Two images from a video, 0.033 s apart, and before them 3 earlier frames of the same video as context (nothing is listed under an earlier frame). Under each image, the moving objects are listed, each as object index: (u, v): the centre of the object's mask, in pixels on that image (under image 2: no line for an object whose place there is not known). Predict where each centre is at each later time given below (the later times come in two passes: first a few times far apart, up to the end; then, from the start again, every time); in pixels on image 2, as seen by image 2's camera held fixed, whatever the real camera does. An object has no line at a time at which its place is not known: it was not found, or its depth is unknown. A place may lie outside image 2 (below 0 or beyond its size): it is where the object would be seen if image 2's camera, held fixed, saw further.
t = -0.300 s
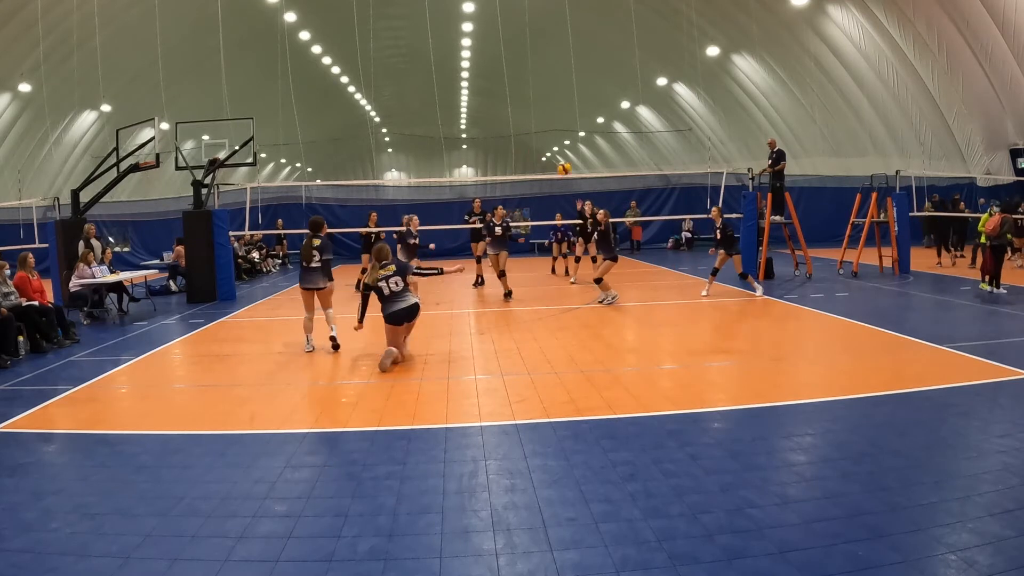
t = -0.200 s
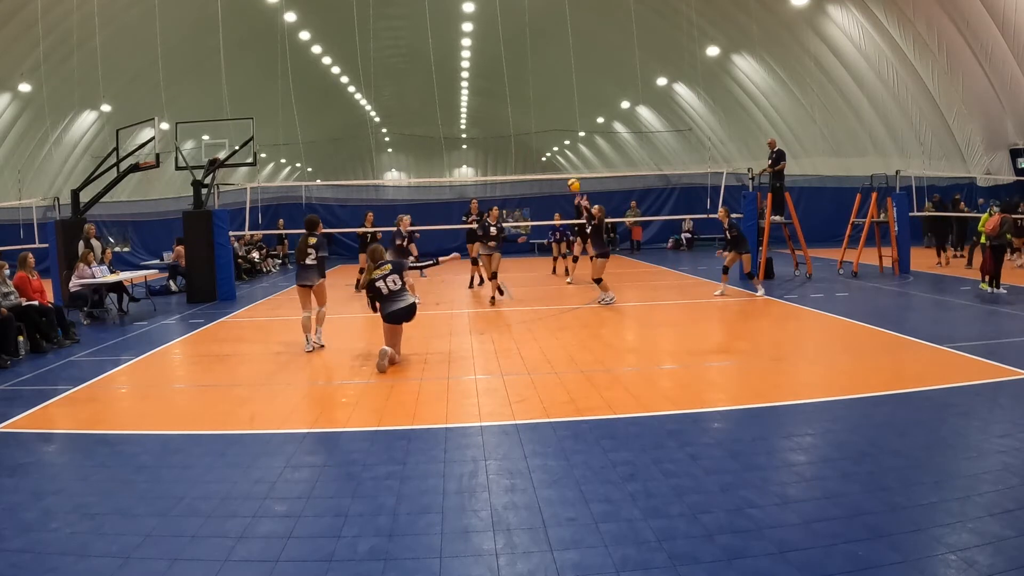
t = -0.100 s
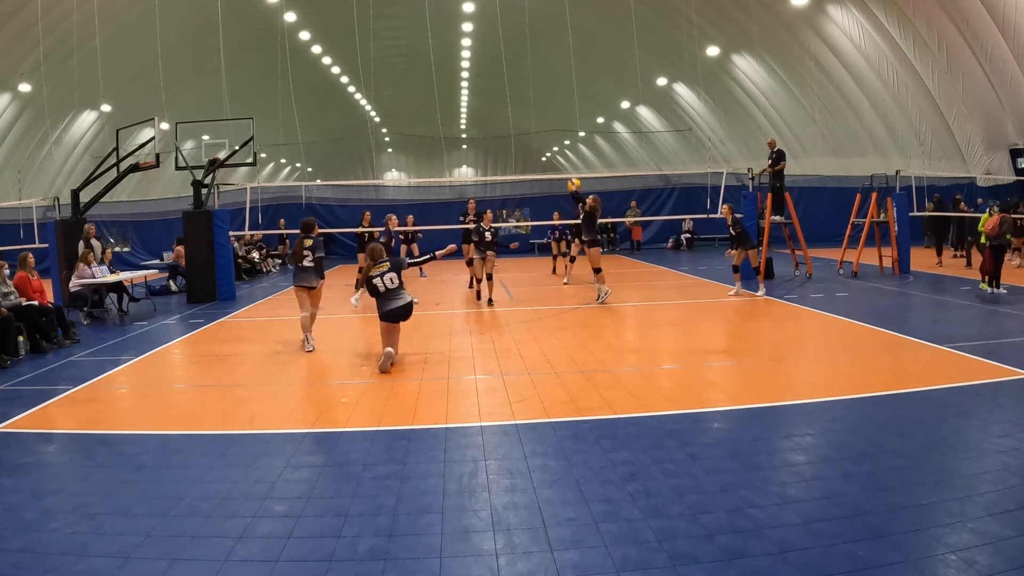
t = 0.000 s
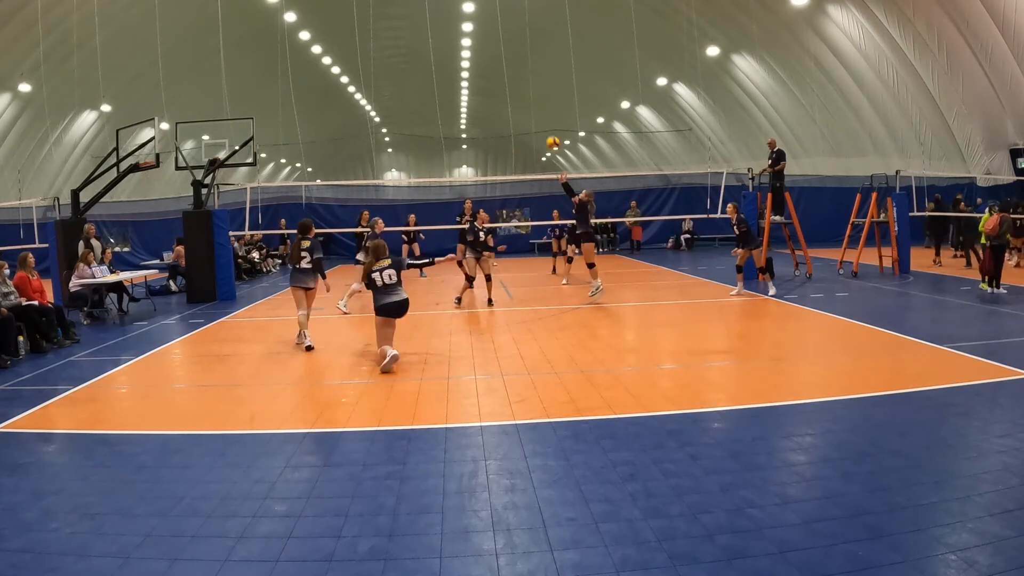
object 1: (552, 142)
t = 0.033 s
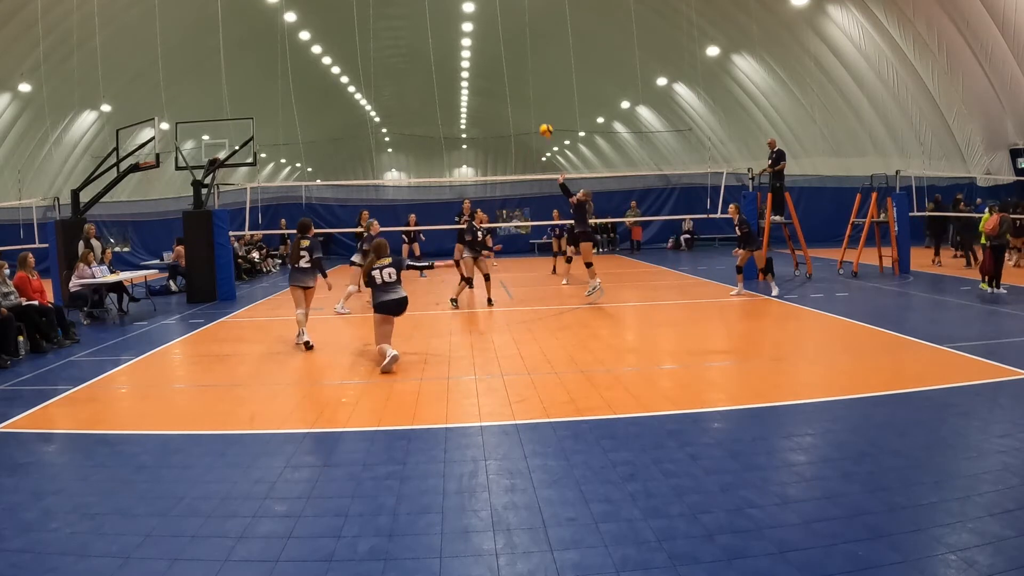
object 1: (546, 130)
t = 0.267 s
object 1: (500, 68)
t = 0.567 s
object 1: (450, 40)
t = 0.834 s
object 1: (409, 59)
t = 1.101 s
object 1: (373, 113)
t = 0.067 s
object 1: (539, 119)
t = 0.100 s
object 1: (532, 109)
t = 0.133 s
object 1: (526, 99)
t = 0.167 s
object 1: (519, 90)
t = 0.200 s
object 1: (513, 82)
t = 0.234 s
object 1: (507, 74)
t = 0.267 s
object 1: (500, 68)
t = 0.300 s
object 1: (494, 62)
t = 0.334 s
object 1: (488, 57)
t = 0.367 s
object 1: (483, 52)
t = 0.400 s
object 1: (477, 48)
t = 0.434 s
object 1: (472, 45)
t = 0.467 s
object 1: (466, 43)
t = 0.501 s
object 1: (460, 41)
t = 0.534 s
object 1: (455, 41)
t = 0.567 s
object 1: (450, 40)
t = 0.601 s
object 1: (444, 40)
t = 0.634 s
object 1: (439, 42)
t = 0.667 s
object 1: (433, 43)
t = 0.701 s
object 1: (428, 45)
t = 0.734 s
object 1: (423, 47)
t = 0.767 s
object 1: (418, 51)
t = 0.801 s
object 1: (414, 54)
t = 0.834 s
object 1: (409, 59)
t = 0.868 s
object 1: (404, 64)
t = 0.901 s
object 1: (399, 69)
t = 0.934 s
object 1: (395, 75)
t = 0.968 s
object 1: (391, 81)
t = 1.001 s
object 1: (386, 88)
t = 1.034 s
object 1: (382, 96)
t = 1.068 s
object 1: (377, 105)
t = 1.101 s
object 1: (373, 113)
